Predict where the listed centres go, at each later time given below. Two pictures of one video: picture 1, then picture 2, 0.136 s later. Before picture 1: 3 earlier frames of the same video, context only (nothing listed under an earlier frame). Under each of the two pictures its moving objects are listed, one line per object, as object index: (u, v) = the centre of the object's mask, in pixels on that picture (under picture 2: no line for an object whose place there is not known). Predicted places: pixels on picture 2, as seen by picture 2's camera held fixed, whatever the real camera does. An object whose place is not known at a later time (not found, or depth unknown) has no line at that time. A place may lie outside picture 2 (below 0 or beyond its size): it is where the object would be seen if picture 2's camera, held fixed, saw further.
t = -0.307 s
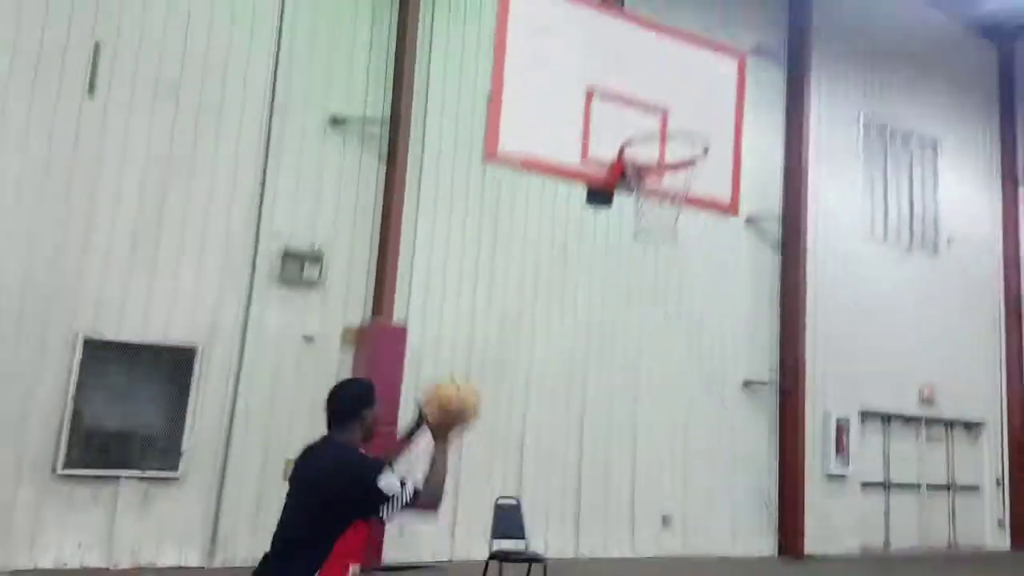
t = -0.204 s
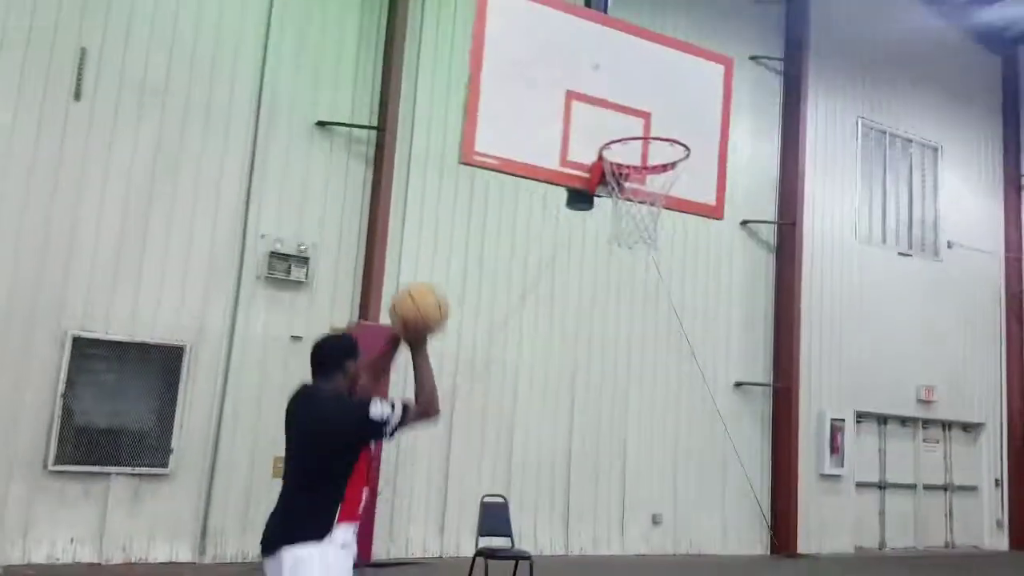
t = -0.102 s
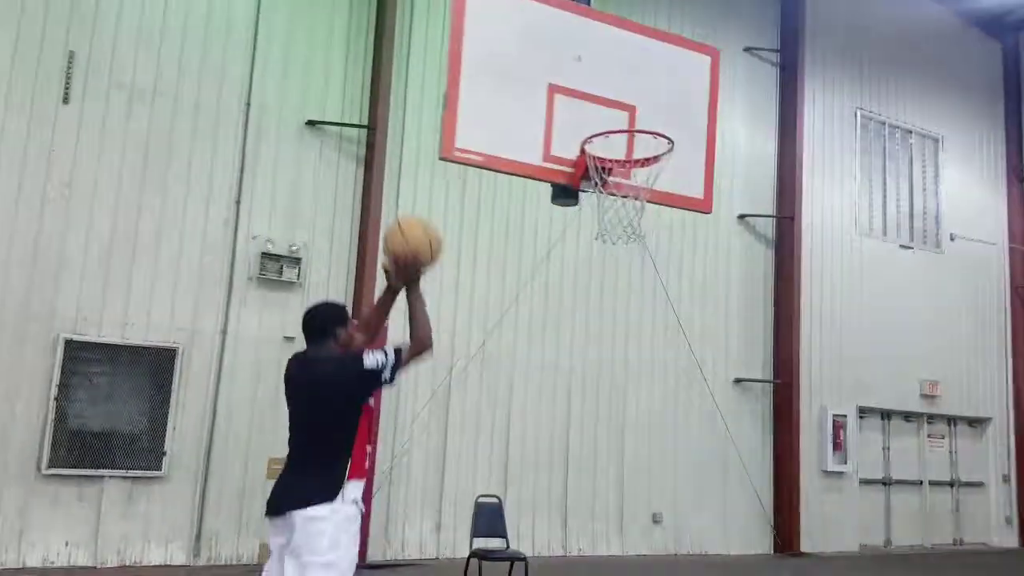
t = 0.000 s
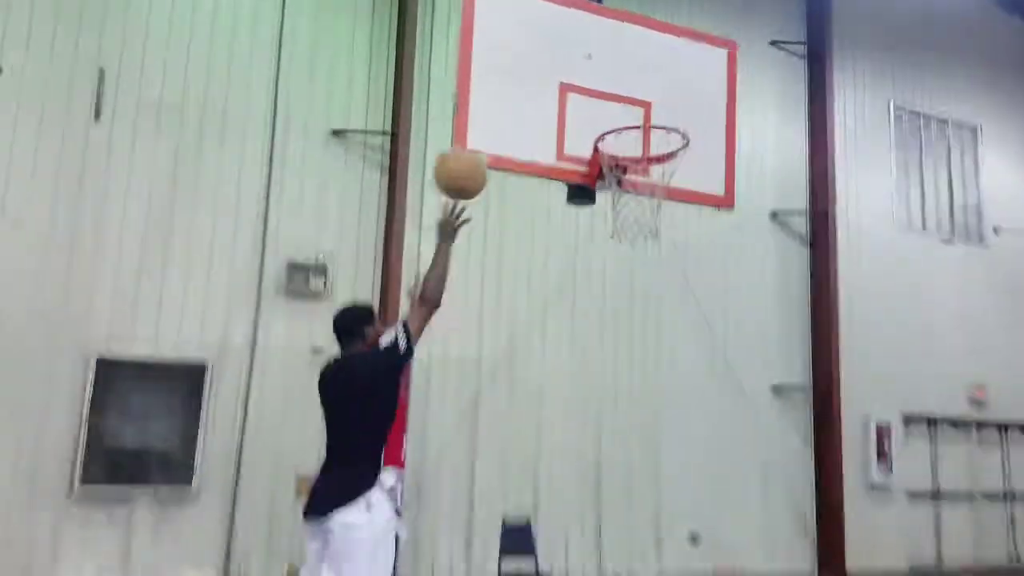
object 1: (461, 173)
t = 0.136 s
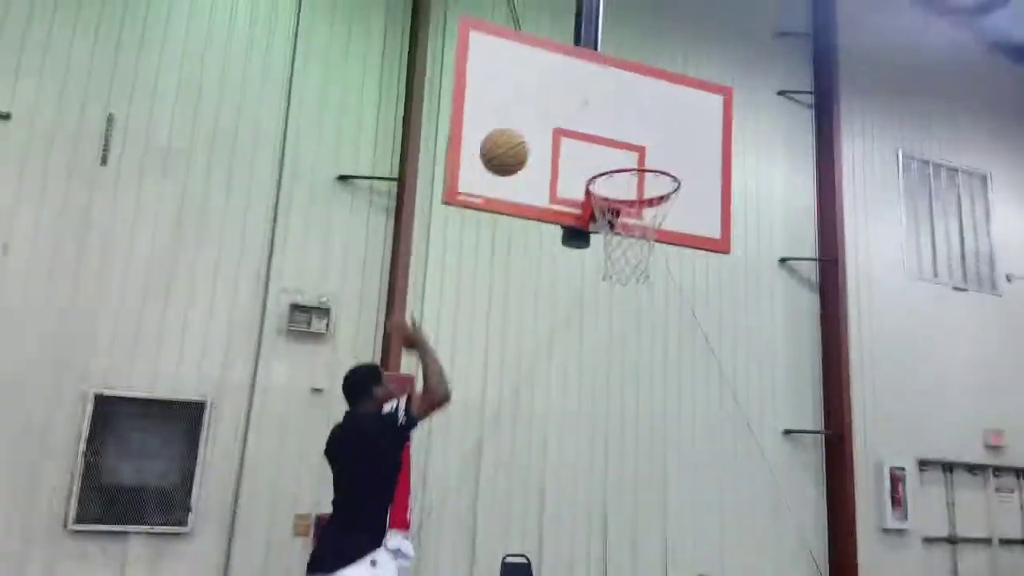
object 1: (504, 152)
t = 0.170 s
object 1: (511, 141)
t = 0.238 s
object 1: (529, 134)
